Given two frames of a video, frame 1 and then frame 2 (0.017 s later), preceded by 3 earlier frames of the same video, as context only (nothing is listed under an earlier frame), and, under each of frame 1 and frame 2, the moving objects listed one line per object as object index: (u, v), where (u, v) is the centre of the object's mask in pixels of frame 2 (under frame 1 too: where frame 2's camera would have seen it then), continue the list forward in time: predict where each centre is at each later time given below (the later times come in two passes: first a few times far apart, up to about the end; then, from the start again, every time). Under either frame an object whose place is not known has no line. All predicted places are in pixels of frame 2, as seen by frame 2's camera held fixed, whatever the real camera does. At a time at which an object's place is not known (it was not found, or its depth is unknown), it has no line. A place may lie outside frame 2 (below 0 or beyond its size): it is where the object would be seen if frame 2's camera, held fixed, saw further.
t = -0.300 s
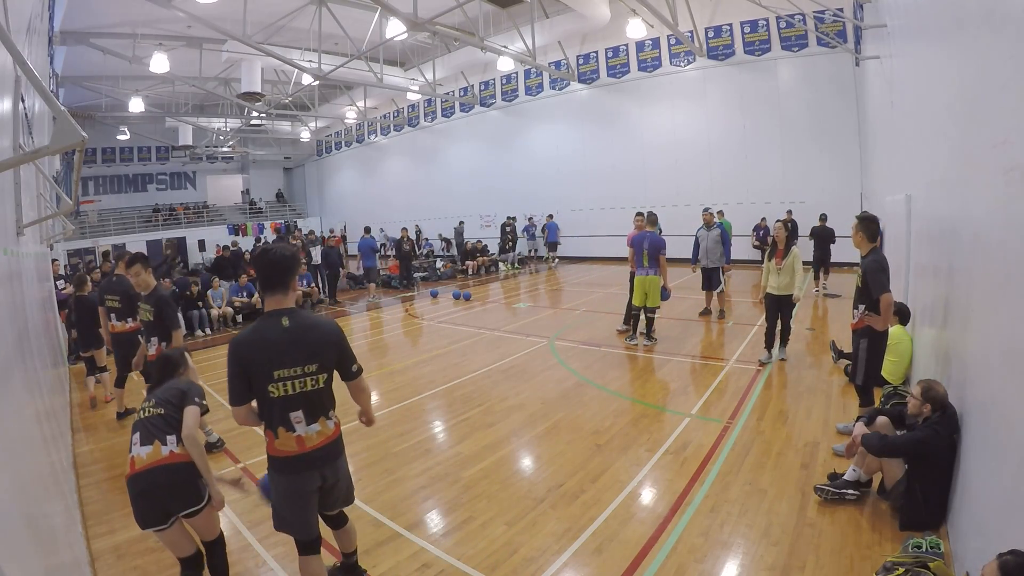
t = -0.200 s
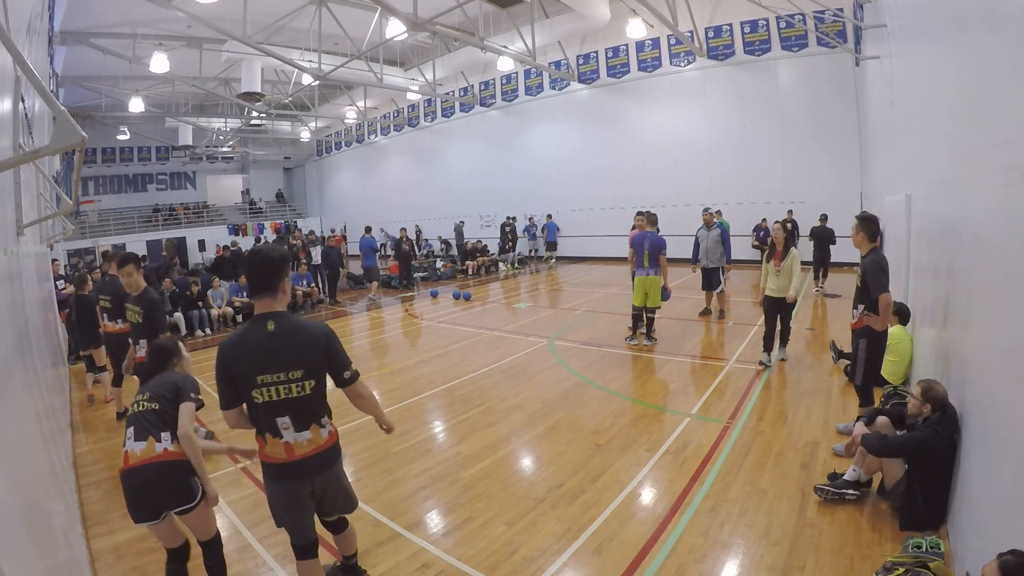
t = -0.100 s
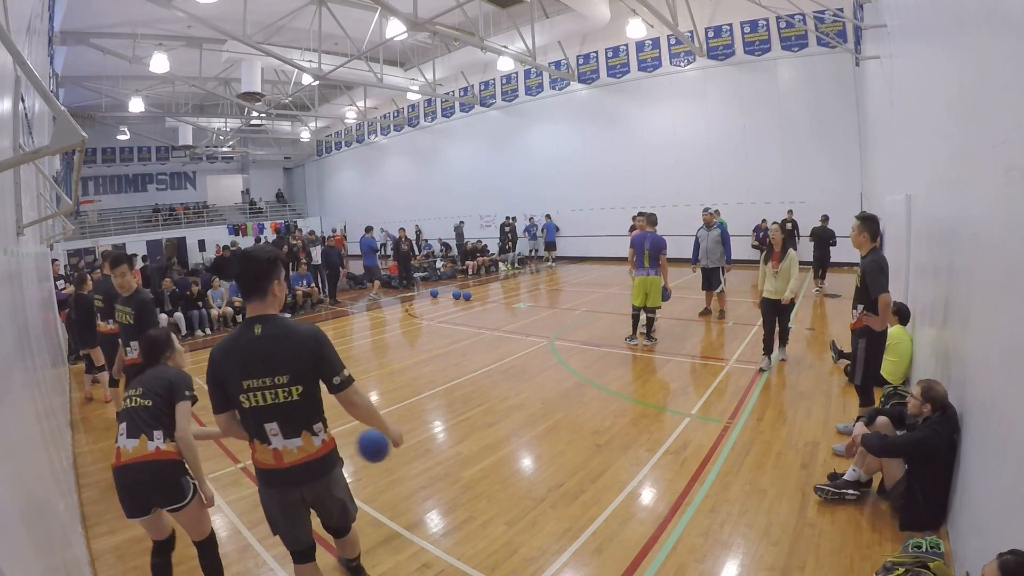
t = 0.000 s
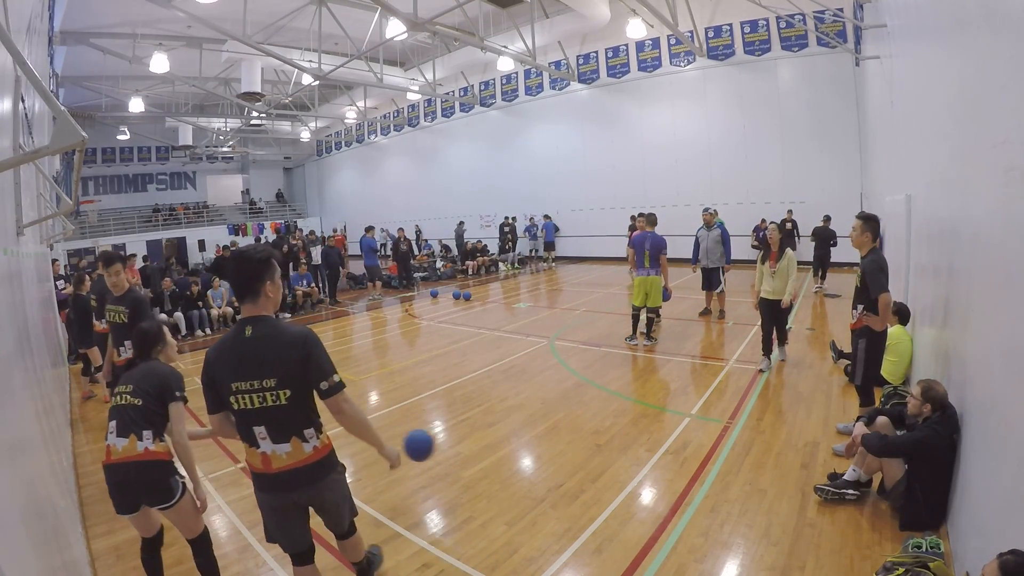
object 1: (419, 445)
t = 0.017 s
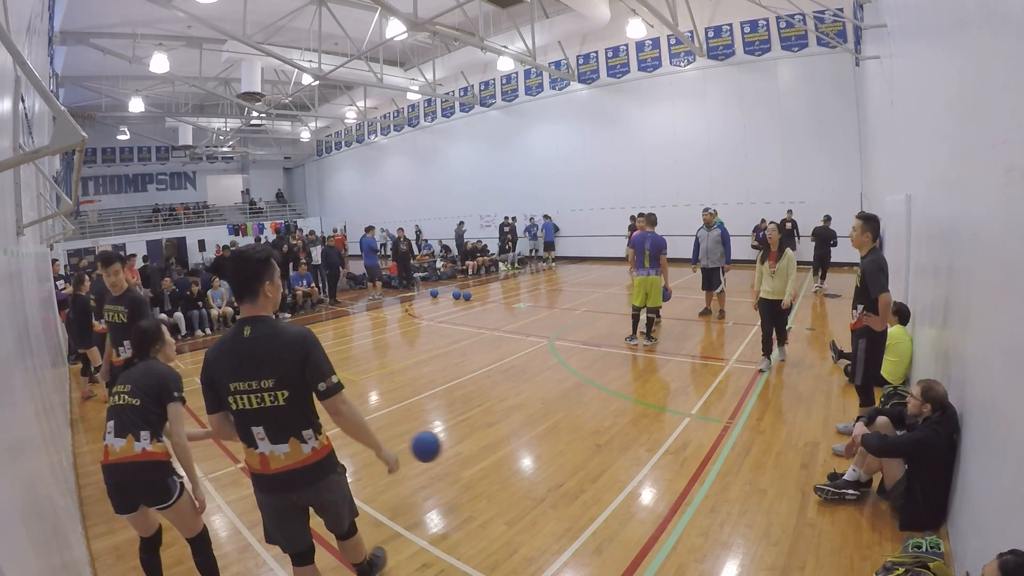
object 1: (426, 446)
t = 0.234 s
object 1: (496, 446)
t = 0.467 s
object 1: (542, 422)
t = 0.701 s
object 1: (580, 414)
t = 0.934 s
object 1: (611, 402)
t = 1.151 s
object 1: (634, 393)
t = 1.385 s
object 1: (654, 382)
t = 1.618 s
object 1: (672, 372)
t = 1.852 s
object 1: (686, 363)
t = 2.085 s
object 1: (699, 355)
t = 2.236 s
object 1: (706, 350)
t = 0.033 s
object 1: (433, 448)
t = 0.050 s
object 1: (440, 450)
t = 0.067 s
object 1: (447, 452)
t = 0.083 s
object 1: (453, 455)
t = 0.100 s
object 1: (460, 457)
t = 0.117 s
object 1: (466, 460)
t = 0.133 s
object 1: (472, 464)
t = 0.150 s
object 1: (478, 467)
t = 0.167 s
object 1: (482, 466)
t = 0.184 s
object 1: (486, 460)
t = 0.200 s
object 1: (489, 455)
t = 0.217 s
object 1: (492, 451)
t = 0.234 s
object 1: (496, 446)
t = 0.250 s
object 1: (499, 442)
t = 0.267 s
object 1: (502, 439)
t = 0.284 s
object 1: (506, 435)
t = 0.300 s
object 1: (509, 433)
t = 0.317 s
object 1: (512, 430)
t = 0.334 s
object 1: (516, 428)
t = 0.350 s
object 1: (519, 426)
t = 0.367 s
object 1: (523, 424)
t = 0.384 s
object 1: (526, 423)
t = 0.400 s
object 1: (529, 422)
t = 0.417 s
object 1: (532, 422)
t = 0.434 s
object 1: (535, 422)
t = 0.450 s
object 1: (539, 422)
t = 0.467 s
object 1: (542, 422)
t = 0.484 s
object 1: (545, 423)
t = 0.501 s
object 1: (548, 424)
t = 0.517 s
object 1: (551, 425)
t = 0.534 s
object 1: (554, 427)
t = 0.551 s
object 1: (557, 429)
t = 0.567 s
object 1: (560, 431)
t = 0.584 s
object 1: (563, 432)
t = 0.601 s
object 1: (565, 429)
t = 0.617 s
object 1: (568, 426)
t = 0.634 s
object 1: (570, 422)
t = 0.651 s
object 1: (573, 420)
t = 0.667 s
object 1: (575, 418)
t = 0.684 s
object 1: (578, 416)
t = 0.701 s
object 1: (580, 414)
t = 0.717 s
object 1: (583, 413)
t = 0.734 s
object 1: (585, 412)
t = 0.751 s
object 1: (587, 411)
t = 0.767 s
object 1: (590, 411)
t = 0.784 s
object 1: (592, 411)
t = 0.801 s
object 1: (594, 411)
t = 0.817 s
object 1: (597, 411)
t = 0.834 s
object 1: (599, 412)
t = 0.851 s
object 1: (601, 412)
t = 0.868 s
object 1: (603, 410)
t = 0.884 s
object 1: (605, 407)
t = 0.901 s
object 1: (607, 405)
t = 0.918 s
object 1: (609, 404)
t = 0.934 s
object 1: (611, 402)
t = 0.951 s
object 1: (613, 401)
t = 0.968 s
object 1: (615, 401)
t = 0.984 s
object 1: (617, 400)
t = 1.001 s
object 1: (618, 400)
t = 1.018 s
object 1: (620, 400)
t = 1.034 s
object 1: (622, 400)
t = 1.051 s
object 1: (624, 399)
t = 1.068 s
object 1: (626, 397)
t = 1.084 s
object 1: (627, 395)
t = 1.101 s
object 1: (629, 394)
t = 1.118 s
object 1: (631, 393)
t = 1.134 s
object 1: (632, 393)
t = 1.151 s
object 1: (634, 393)
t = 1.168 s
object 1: (635, 393)
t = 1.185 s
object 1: (637, 392)
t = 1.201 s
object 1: (638, 391)
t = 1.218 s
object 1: (640, 390)
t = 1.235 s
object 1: (642, 389)
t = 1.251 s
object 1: (643, 389)
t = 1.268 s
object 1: (645, 388)
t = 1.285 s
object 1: (646, 386)
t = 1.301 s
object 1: (647, 386)
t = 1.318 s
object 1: (649, 385)
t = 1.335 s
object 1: (650, 385)
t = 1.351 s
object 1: (652, 383)
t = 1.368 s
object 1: (653, 383)
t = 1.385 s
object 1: (654, 382)
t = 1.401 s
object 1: (656, 381)
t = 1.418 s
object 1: (657, 381)
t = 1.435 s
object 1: (659, 380)
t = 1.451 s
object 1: (660, 379)
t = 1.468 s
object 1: (661, 378)
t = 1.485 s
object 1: (663, 377)
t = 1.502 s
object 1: (664, 377)
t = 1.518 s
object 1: (665, 376)
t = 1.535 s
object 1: (666, 375)
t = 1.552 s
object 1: (667, 374)
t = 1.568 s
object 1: (669, 374)
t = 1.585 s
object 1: (669, 373)
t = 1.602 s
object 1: (671, 373)
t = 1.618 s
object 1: (672, 372)
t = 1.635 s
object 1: (673, 371)
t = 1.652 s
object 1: (674, 371)
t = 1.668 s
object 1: (675, 370)
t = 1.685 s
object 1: (676, 369)
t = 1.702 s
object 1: (677, 368)
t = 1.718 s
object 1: (679, 368)
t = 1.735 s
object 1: (679, 367)
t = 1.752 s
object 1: (681, 366)
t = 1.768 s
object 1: (682, 366)
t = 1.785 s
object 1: (682, 365)
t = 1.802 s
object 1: (683, 365)
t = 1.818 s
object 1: (684, 364)
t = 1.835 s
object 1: (685, 363)
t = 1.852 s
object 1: (686, 363)
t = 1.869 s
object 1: (687, 362)
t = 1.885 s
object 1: (688, 361)
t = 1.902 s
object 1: (689, 361)
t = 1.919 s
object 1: (690, 360)
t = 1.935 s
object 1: (691, 359)
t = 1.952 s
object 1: (692, 359)
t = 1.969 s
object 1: (693, 358)
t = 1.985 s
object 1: (694, 357)
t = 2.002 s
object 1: (694, 357)
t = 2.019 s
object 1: (695, 357)
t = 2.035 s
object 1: (696, 356)
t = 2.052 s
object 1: (697, 356)
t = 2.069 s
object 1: (698, 355)
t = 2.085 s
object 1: (699, 355)
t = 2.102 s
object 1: (700, 354)
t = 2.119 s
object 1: (701, 353)
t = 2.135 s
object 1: (701, 353)
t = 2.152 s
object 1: (702, 352)
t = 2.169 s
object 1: (703, 352)
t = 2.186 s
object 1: (704, 351)
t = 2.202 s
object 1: (704, 351)
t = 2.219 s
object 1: (705, 351)
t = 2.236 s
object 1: (706, 350)
